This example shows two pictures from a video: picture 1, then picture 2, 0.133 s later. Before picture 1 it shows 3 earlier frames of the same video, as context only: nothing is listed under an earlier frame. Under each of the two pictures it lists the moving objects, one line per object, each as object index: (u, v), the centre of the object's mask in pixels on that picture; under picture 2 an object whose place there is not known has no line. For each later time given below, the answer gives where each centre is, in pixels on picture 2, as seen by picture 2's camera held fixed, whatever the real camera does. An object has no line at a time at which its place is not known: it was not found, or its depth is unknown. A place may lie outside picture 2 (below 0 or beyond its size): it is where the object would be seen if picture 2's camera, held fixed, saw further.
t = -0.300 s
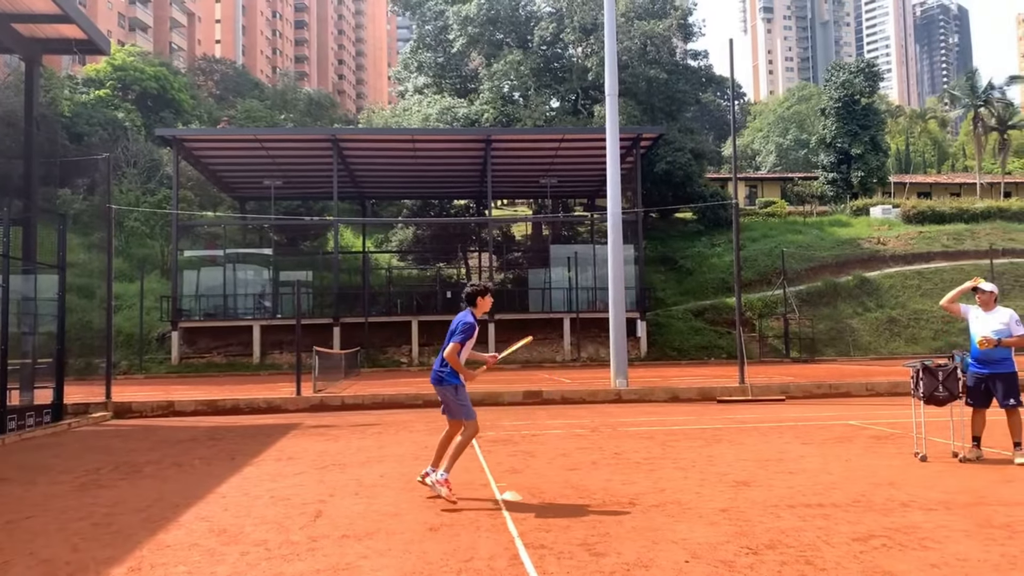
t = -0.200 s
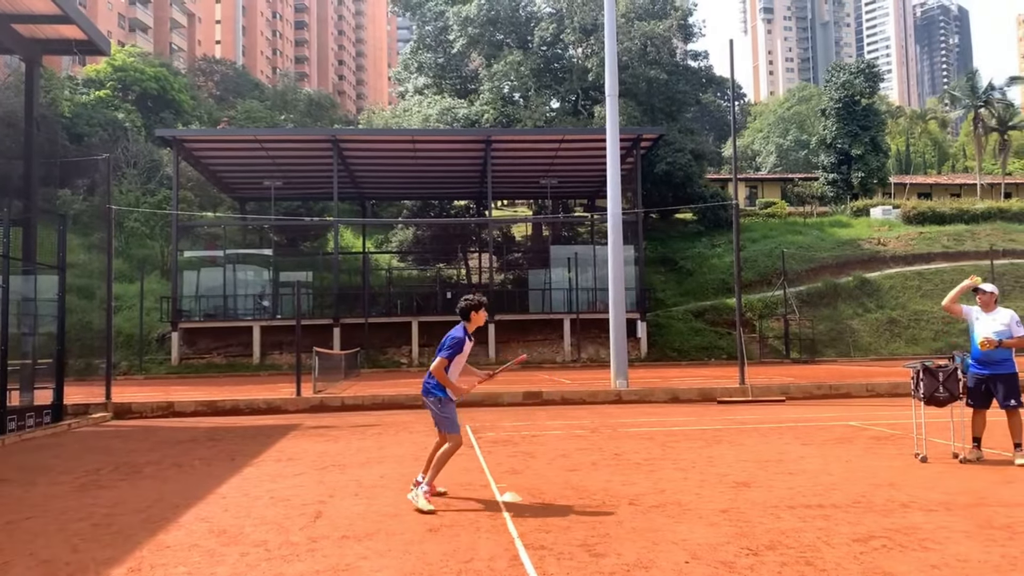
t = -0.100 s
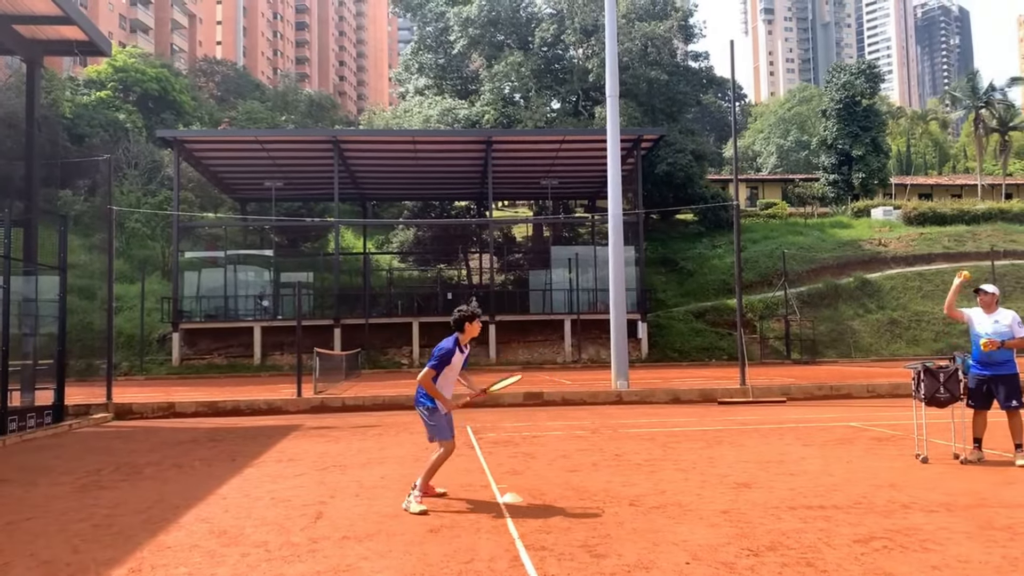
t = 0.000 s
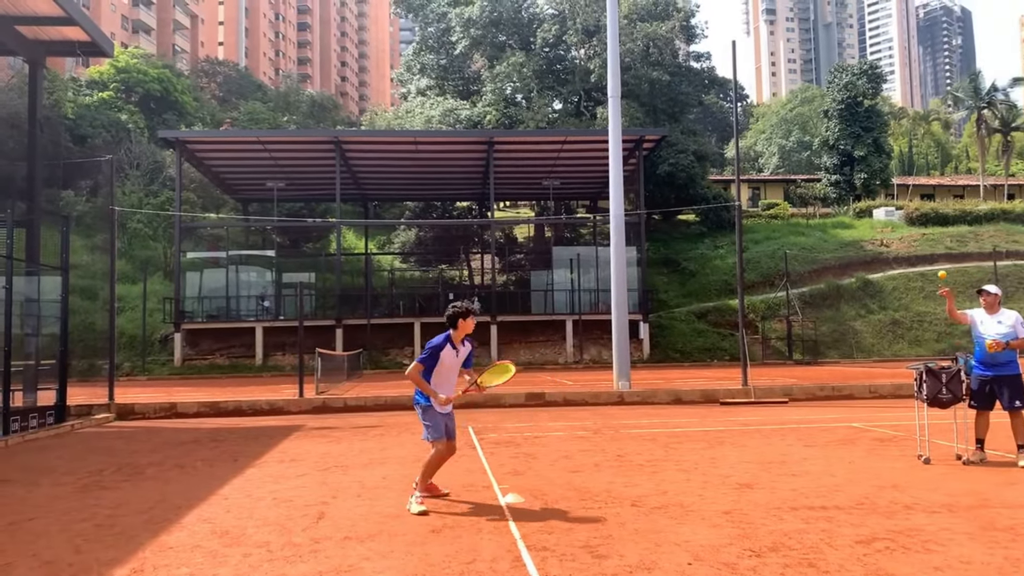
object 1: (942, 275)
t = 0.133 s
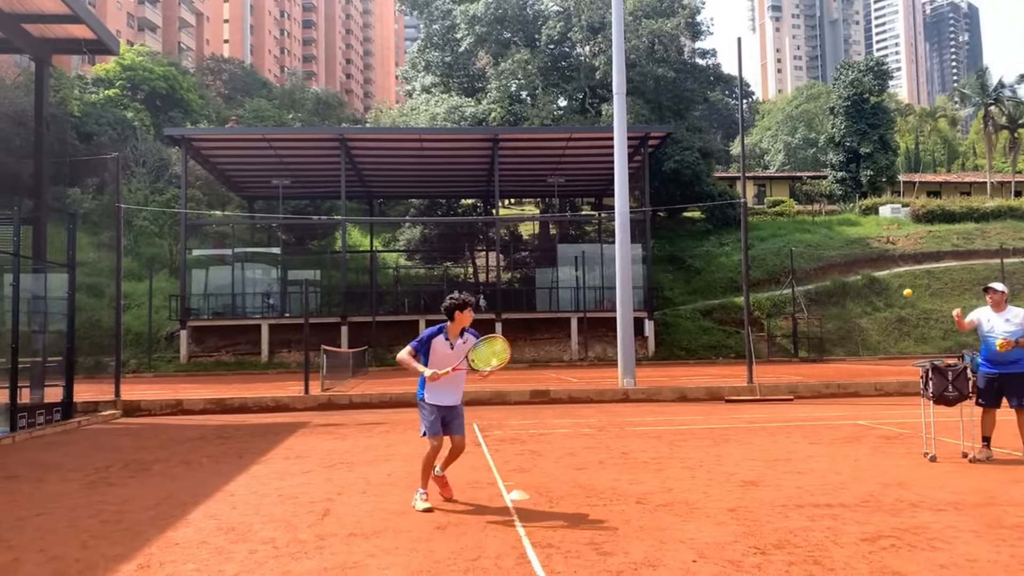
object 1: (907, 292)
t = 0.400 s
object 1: (811, 411)
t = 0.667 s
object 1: (715, 439)
